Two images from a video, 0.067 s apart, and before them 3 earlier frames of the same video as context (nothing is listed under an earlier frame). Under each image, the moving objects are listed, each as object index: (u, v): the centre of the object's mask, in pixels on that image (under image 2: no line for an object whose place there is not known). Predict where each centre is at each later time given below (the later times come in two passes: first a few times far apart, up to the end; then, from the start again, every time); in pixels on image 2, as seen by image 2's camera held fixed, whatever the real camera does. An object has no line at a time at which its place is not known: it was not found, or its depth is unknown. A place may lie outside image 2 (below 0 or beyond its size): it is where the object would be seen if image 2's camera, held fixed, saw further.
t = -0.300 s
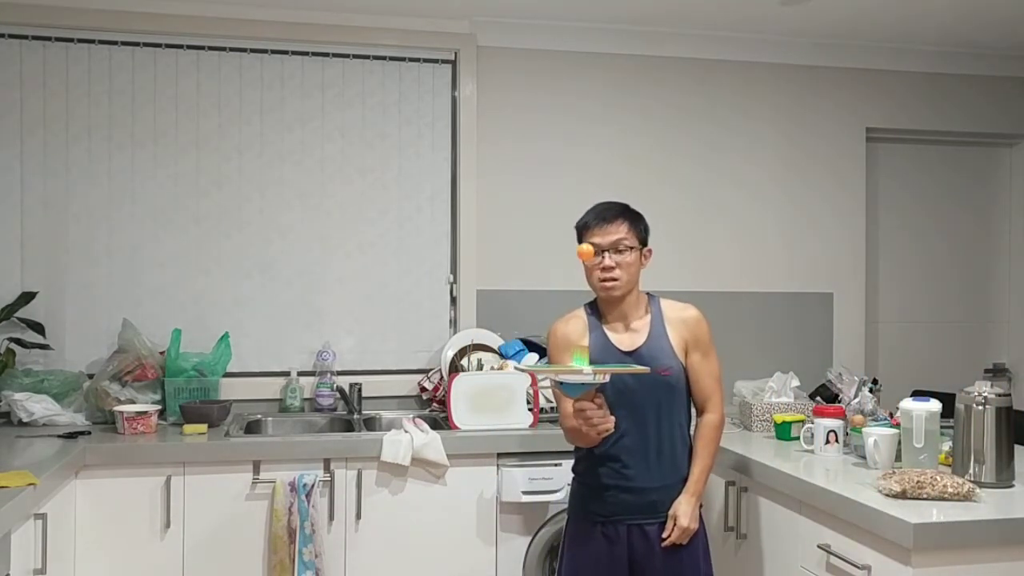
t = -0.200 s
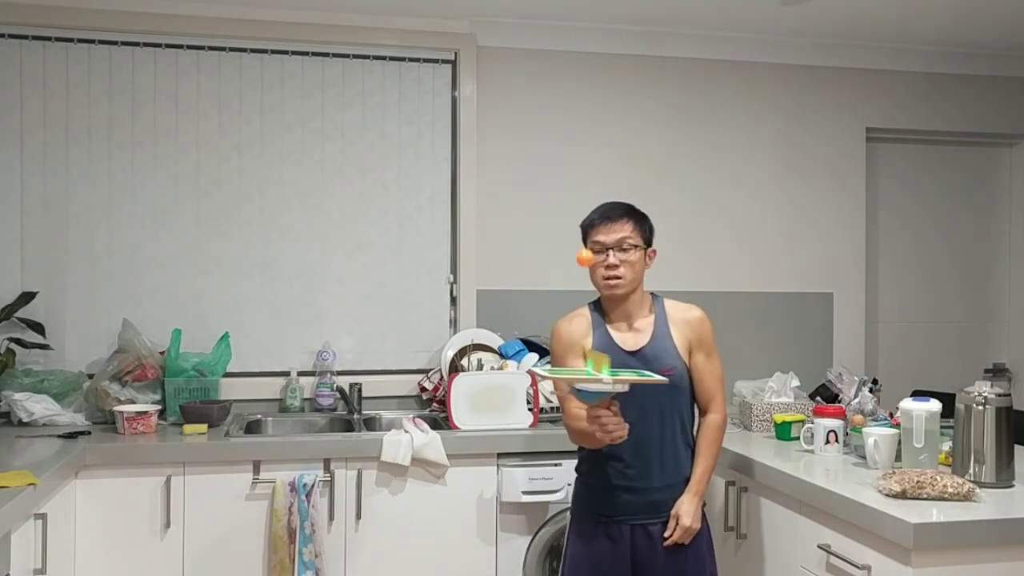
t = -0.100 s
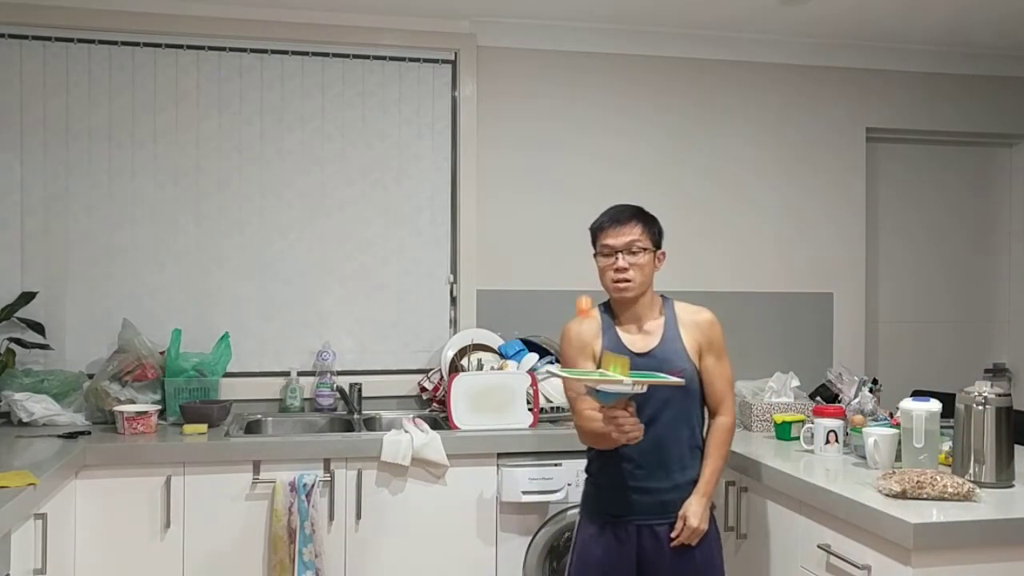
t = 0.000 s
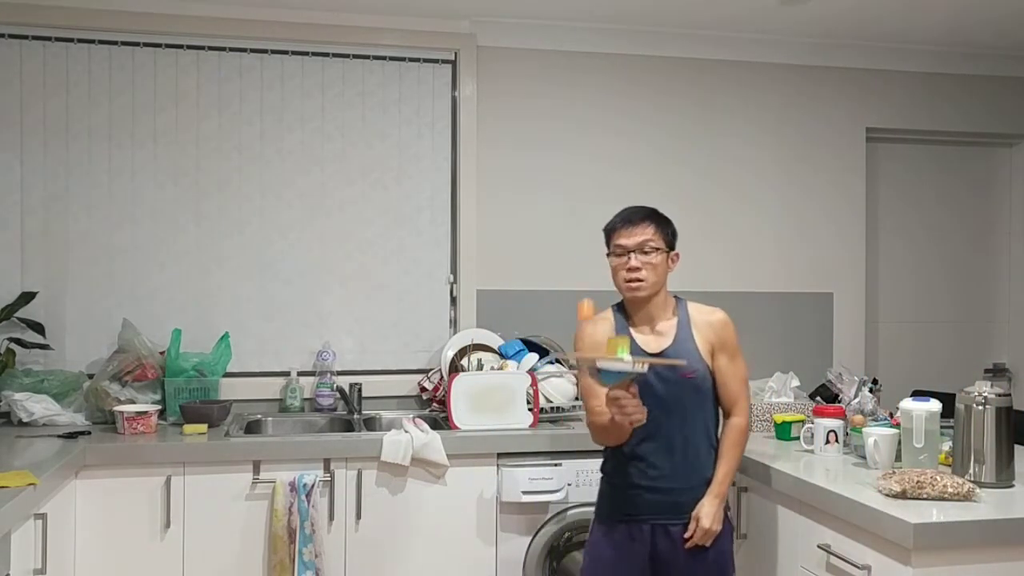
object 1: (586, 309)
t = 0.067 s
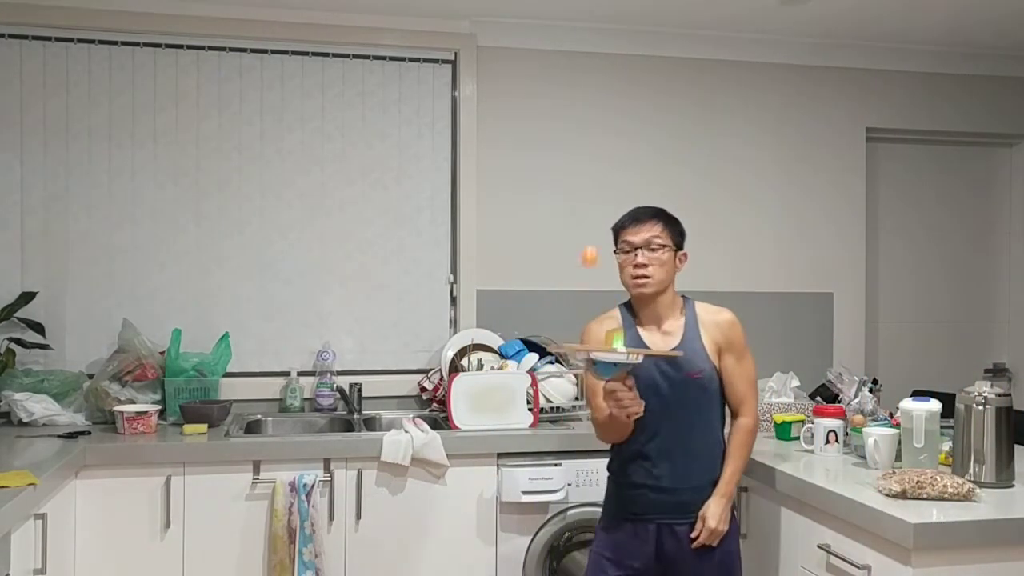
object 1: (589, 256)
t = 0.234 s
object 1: (598, 201)
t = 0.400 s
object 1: (604, 257)
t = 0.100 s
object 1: (591, 237)
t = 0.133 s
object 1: (593, 220)
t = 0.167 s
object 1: (595, 209)
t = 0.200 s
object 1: (596, 203)
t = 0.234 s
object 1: (598, 201)
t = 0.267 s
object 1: (599, 203)
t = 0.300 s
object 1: (600, 210)
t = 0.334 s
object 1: (602, 221)
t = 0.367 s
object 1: (603, 237)
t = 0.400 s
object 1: (604, 257)
